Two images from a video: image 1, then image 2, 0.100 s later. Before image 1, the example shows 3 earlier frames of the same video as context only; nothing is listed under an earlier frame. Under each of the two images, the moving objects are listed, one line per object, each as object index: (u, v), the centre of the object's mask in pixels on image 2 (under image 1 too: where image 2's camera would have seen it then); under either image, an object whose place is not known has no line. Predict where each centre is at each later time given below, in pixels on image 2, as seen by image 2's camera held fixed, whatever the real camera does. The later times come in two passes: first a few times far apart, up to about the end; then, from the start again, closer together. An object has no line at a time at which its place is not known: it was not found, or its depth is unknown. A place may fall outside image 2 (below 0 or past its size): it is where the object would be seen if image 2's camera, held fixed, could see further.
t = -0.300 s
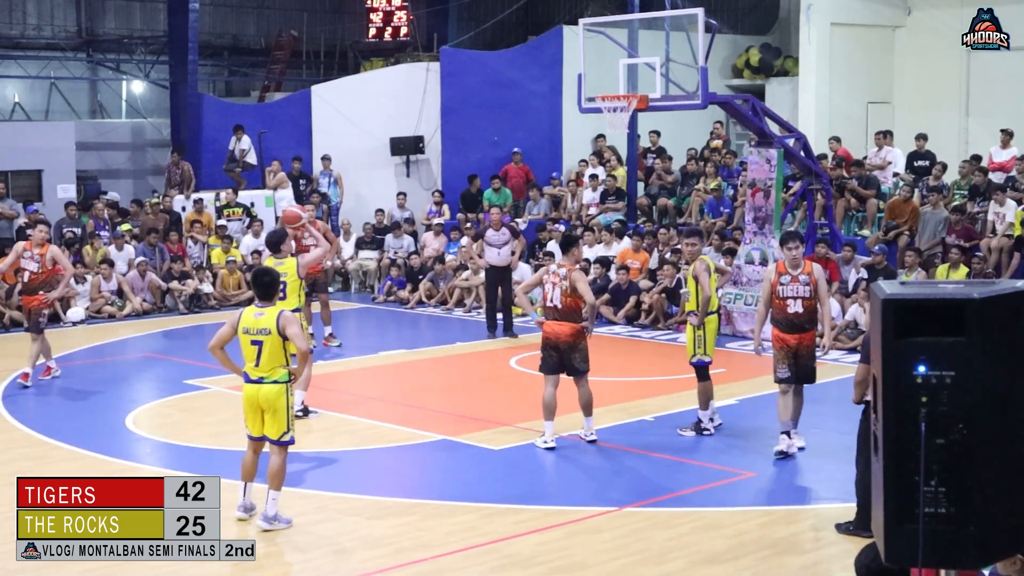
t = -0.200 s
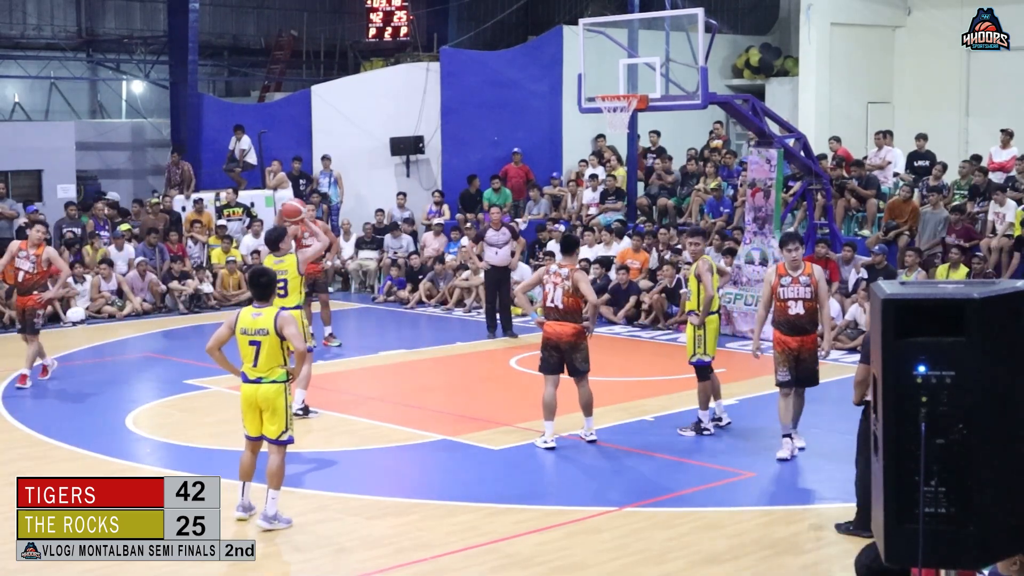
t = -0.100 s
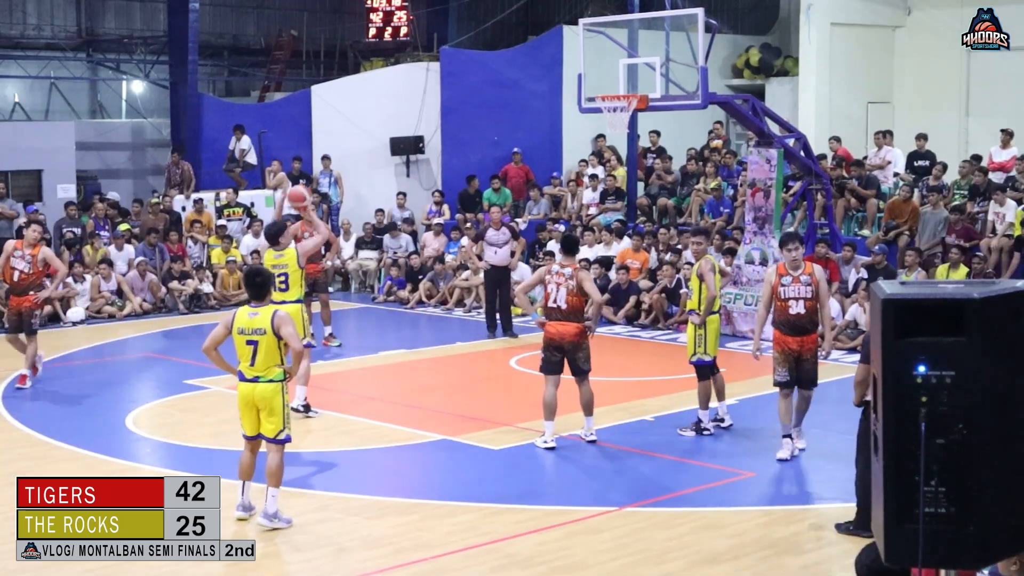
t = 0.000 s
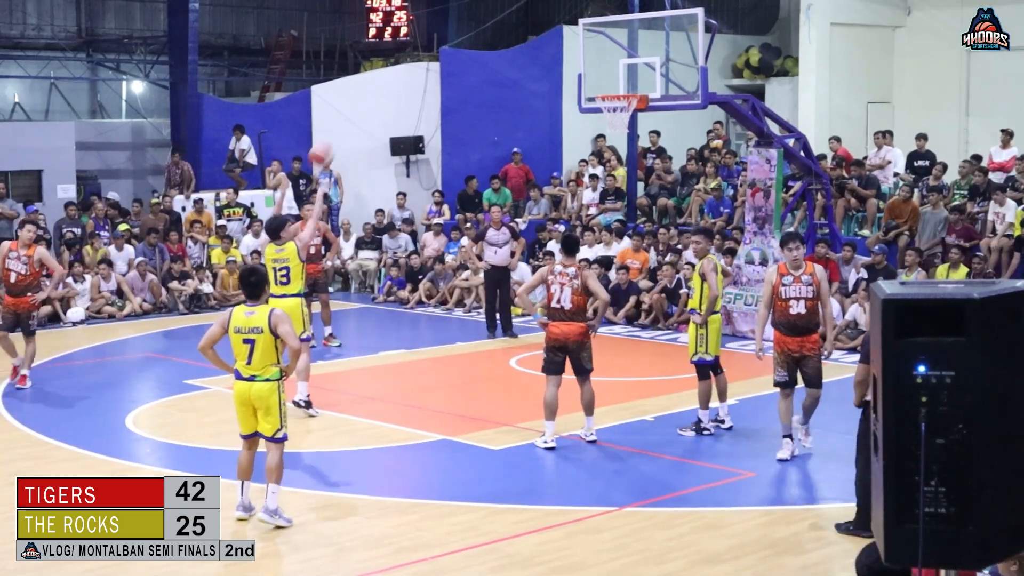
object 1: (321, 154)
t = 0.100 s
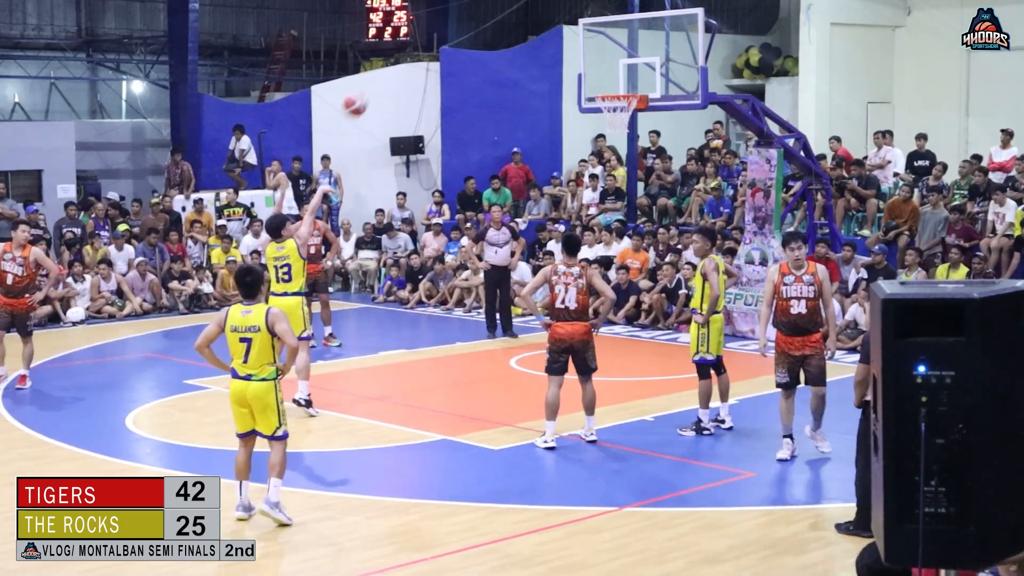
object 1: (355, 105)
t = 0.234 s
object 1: (399, 52)
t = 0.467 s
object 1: (466, 11)
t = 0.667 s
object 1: (523, 14)
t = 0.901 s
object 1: (586, 65)
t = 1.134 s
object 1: (626, 120)
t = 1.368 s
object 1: (611, 128)
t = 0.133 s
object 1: (368, 88)
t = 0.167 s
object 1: (374, 78)
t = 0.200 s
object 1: (387, 63)
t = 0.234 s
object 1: (399, 52)
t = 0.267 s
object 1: (405, 46)
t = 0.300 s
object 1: (419, 36)
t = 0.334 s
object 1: (430, 27)
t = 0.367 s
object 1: (437, 23)
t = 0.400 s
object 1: (448, 17)
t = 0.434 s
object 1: (460, 13)
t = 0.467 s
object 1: (466, 11)
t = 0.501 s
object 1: (478, 10)
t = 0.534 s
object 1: (489, 9)
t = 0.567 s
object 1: (495, 9)
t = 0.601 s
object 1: (507, 10)
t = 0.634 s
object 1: (518, 12)
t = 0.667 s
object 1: (523, 14)
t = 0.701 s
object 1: (534, 20)
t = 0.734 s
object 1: (545, 25)
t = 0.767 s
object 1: (550, 29)
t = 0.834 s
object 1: (571, 48)
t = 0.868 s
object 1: (576, 53)
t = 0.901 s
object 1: (586, 65)
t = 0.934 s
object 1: (596, 79)
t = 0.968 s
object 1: (602, 85)
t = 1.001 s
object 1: (611, 93)
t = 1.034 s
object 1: (620, 105)
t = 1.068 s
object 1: (622, 105)
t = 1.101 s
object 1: (627, 116)
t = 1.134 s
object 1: (626, 120)
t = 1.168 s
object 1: (624, 121)
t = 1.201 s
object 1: (621, 123)
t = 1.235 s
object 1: (620, 121)
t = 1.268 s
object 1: (618, 123)
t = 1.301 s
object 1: (616, 125)
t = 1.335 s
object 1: (612, 126)
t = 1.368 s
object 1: (611, 128)
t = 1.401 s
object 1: (608, 133)
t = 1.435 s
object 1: (604, 139)
